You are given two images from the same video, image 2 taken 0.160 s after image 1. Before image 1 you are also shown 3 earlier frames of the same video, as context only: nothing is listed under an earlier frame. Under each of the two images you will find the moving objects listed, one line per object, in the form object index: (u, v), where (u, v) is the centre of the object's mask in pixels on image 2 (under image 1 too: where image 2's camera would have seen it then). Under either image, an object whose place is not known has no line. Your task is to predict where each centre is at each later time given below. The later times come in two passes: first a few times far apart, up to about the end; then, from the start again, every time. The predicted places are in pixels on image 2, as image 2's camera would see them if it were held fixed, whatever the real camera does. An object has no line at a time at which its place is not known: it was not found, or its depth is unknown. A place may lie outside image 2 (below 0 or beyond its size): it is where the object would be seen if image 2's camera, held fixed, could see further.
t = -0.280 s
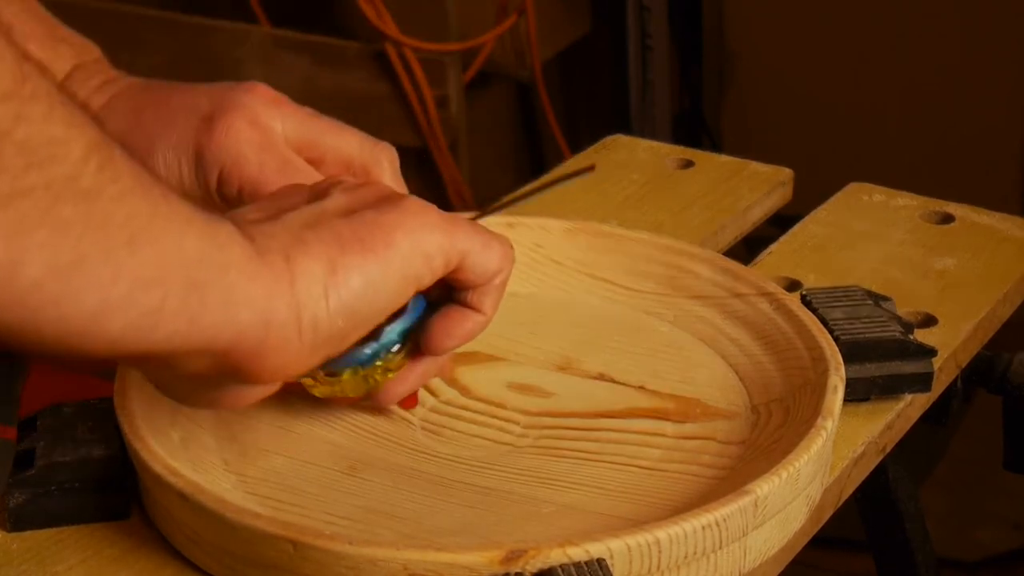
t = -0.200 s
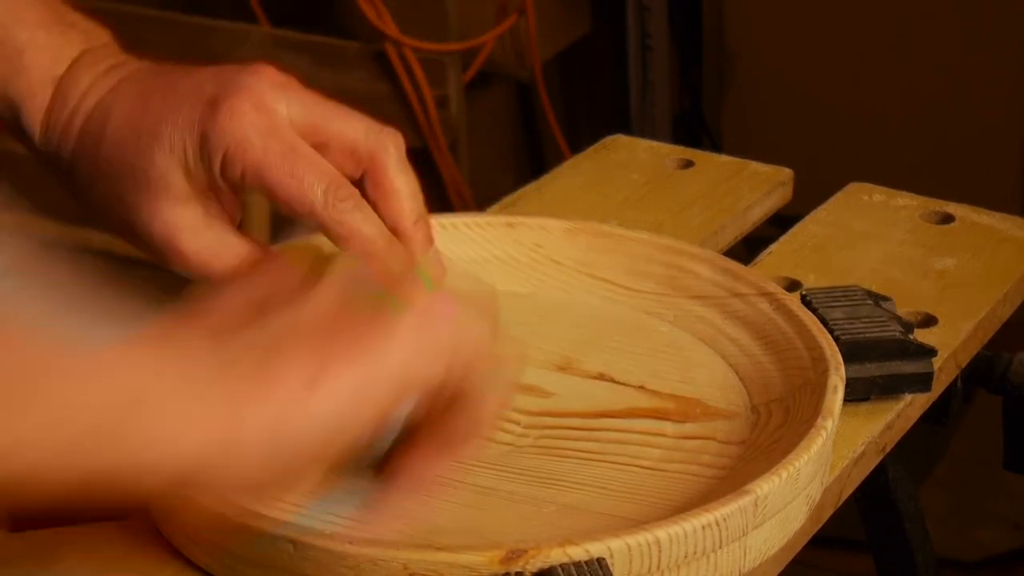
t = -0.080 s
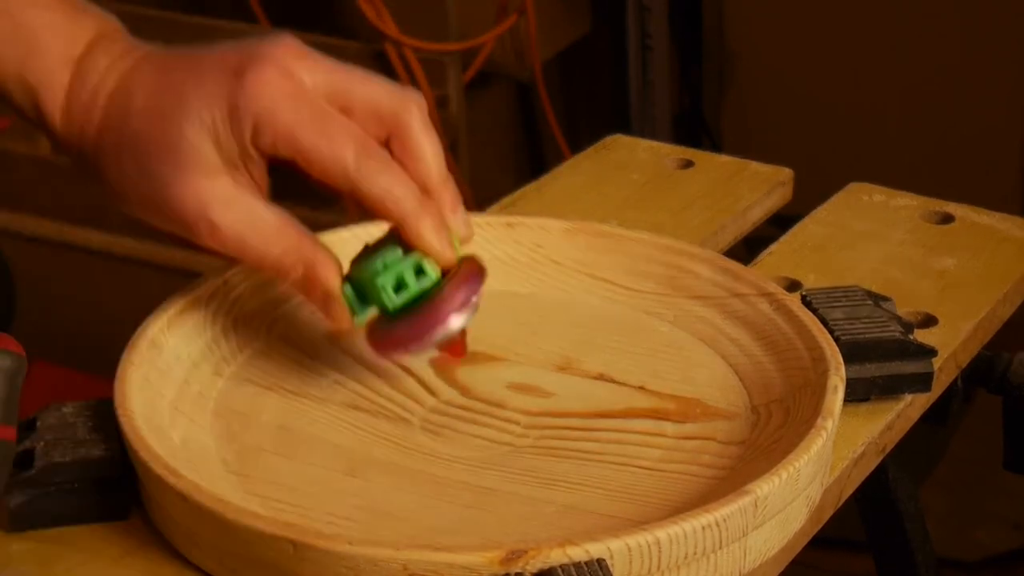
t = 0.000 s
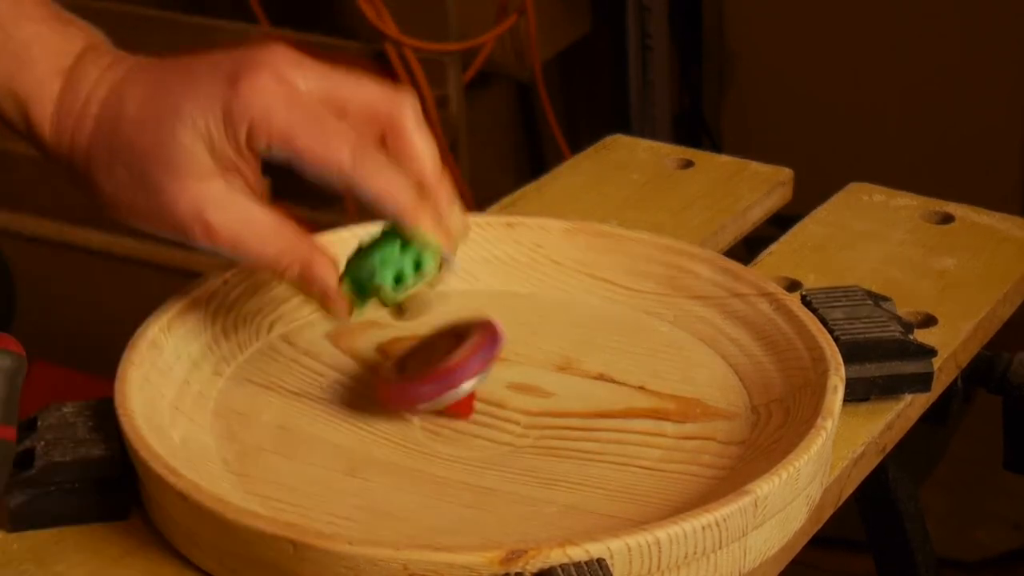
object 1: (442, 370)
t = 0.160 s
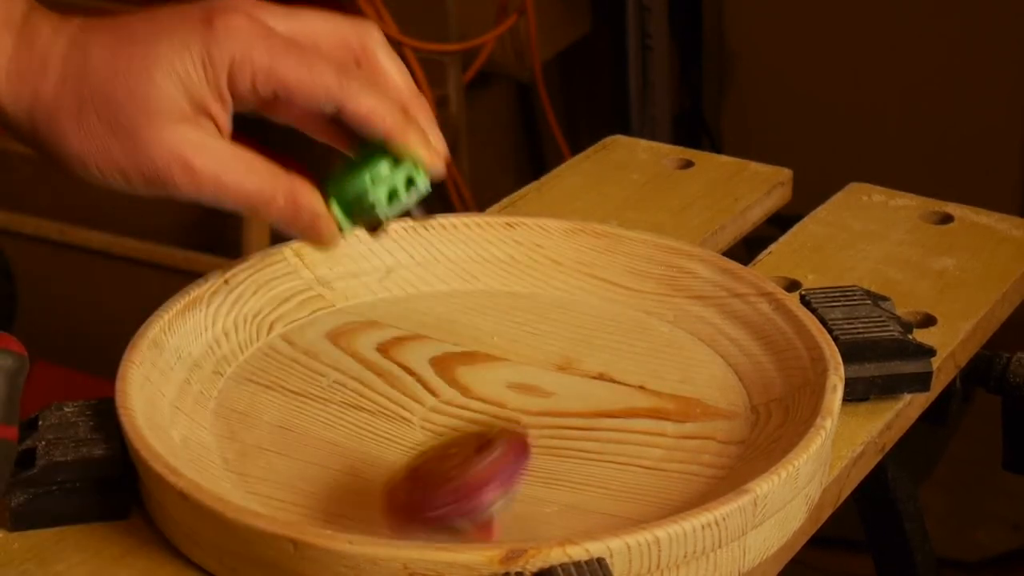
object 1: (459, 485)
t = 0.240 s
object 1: (504, 441)
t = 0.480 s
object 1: (609, 463)
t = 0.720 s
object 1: (533, 490)
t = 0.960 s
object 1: (387, 487)
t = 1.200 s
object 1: (285, 460)
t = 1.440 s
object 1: (273, 445)
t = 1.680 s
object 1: (235, 408)
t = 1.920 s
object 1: (228, 364)
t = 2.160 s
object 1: (254, 313)
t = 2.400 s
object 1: (315, 277)
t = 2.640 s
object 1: (419, 251)
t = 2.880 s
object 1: (542, 249)
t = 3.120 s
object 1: (653, 281)
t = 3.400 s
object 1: (725, 334)
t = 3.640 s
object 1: (727, 390)
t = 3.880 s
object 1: (667, 441)
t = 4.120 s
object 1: (569, 478)
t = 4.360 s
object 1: (460, 488)
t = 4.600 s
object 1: (360, 474)
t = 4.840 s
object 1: (263, 442)
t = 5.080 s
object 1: (238, 399)
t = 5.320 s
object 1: (244, 348)
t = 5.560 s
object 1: (307, 314)
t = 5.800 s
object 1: (403, 304)
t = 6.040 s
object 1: (501, 318)
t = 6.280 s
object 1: (584, 348)
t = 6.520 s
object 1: (656, 396)
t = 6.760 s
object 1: (676, 442)
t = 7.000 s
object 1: (618, 470)
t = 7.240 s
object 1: (515, 485)
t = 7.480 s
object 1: (399, 486)
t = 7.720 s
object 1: (326, 460)
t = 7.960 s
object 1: (308, 418)
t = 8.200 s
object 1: (352, 380)
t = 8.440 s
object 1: (451, 369)
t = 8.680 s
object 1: (555, 355)
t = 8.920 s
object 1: (641, 359)
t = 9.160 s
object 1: (701, 395)
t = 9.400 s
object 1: (680, 433)
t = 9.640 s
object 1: (617, 467)
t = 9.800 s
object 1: (550, 483)
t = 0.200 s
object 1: (478, 463)
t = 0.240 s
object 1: (504, 441)
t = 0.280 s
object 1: (533, 459)
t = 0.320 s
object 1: (560, 483)
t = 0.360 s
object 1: (577, 482)
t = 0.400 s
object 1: (594, 479)
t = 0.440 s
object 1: (603, 474)
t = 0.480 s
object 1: (609, 463)
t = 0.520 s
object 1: (610, 456)
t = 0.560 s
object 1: (607, 458)
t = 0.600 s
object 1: (597, 462)
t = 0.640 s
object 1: (580, 471)
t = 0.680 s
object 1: (557, 485)
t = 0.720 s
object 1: (533, 490)
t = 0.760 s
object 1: (513, 488)
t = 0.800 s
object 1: (490, 487)
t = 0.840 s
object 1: (460, 489)
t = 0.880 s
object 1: (424, 491)
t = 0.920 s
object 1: (399, 489)
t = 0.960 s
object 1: (387, 487)
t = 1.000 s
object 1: (379, 480)
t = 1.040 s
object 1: (366, 476)
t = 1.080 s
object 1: (350, 472)
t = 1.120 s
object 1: (329, 469)
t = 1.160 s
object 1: (304, 466)
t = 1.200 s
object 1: (285, 460)
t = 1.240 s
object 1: (296, 460)
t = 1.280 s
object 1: (302, 461)
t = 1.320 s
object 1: (304, 458)
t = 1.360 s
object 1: (299, 454)
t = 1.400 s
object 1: (289, 449)
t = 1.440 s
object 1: (273, 445)
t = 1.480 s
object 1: (255, 438)
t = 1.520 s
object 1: (250, 434)
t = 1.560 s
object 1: (253, 430)
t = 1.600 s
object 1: (251, 424)
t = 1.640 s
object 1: (244, 416)
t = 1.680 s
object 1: (235, 408)
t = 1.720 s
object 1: (227, 398)
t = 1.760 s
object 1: (227, 391)
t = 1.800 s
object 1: (223, 382)
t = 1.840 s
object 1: (221, 374)
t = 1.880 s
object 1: (225, 370)
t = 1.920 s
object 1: (228, 364)
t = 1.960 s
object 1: (229, 357)
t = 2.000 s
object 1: (233, 348)
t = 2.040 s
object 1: (237, 339)
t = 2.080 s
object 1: (242, 331)
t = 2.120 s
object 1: (248, 322)
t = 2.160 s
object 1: (254, 313)
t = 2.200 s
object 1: (261, 305)
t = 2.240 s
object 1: (271, 299)
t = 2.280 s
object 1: (281, 293)
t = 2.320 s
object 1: (291, 287)
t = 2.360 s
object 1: (302, 282)
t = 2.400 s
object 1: (315, 277)
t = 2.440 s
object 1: (330, 272)
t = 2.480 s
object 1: (344, 267)
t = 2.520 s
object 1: (359, 263)
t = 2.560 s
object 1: (378, 259)
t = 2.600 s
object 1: (398, 255)
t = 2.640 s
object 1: (419, 251)
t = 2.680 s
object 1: (437, 247)
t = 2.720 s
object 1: (457, 246)
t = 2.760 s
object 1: (477, 248)
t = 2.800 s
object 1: (498, 249)
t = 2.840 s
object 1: (520, 249)
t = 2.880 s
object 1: (542, 249)
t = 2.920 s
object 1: (564, 255)
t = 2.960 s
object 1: (586, 258)
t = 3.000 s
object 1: (608, 262)
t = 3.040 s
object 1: (619, 270)
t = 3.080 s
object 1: (634, 276)
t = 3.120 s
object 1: (653, 281)
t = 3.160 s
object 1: (674, 287)
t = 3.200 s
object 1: (680, 294)
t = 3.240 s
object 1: (690, 301)
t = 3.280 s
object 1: (705, 307)
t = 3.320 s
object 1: (709, 315)
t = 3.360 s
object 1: (713, 323)
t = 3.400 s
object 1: (725, 334)
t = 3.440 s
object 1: (729, 341)
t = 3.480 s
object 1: (729, 351)
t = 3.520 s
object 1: (734, 364)
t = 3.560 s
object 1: (732, 373)
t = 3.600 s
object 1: (731, 382)
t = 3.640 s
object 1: (727, 390)
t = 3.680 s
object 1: (722, 400)
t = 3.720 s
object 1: (717, 410)
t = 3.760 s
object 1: (707, 418)
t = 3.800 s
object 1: (699, 429)
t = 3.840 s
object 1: (686, 436)
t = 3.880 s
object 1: (667, 441)
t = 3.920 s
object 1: (652, 449)
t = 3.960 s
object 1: (640, 461)
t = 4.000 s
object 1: (625, 469)
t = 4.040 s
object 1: (607, 471)
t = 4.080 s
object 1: (588, 473)
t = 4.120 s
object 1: (569, 478)
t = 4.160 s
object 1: (549, 485)
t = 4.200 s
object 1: (528, 488)
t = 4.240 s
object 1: (510, 490)
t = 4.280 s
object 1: (491, 490)
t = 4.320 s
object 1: (472, 490)
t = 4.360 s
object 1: (460, 488)
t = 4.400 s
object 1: (442, 486)
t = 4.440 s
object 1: (422, 486)
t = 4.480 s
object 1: (401, 485)
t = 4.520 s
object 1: (380, 484)
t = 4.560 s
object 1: (370, 480)
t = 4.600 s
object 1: (360, 474)
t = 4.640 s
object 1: (347, 470)
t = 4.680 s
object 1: (331, 465)
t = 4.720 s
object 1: (314, 461)
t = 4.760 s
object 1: (295, 455)
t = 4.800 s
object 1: (278, 449)
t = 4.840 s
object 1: (263, 442)
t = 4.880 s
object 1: (253, 436)
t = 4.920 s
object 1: (252, 432)
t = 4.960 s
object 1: (252, 425)
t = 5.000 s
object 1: (247, 417)
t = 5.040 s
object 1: (242, 408)
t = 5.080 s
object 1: (238, 399)
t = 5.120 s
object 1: (234, 389)
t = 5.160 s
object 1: (232, 380)
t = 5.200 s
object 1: (231, 371)
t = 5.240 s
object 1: (232, 363)
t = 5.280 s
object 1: (237, 355)
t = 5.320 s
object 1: (244, 348)
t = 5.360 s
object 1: (251, 342)
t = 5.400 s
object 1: (260, 336)
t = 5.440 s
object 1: (270, 330)
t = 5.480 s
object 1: (281, 324)
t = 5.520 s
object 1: (294, 318)
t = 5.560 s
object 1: (307, 314)
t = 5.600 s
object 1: (323, 311)
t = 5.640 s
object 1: (337, 308)
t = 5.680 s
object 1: (352, 306)
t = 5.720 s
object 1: (367, 304)
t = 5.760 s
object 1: (385, 304)
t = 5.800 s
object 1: (403, 304)
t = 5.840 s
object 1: (419, 305)
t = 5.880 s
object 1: (435, 305)
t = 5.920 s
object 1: (451, 307)
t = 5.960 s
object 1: (468, 309)
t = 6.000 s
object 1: (485, 314)
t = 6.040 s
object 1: (501, 318)
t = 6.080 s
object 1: (516, 322)
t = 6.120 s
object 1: (531, 328)
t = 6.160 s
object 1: (545, 331)
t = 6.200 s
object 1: (558, 337)
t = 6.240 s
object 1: (572, 342)
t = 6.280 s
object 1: (584, 348)
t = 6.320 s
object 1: (598, 354)
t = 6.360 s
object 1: (613, 359)
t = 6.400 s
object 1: (624, 368)
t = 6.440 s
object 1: (634, 377)
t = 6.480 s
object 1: (645, 385)
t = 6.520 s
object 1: (656, 396)
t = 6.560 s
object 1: (668, 406)
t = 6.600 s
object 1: (677, 417)
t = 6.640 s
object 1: (685, 429)
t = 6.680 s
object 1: (689, 435)
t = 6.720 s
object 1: (686, 440)
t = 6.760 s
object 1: (676, 442)
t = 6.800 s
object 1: (666, 441)
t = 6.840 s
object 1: (659, 443)
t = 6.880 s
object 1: (653, 449)
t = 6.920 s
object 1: (645, 457)
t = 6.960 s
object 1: (635, 464)
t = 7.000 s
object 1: (618, 470)
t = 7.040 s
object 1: (604, 475)
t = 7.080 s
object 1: (588, 480)
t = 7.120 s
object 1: (571, 481)
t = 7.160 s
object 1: (553, 485)
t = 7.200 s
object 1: (534, 486)
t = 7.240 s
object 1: (515, 485)
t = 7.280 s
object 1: (497, 487)
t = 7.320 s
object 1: (477, 488)
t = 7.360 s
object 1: (457, 489)
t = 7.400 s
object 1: (438, 488)
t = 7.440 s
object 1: (418, 487)
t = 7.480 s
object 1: (399, 486)
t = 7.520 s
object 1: (383, 482)
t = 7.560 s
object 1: (368, 480)
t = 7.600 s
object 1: (357, 475)
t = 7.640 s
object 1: (344, 471)
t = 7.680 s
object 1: (333, 466)
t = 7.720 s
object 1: (326, 460)
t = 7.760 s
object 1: (320, 453)
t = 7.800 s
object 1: (313, 447)
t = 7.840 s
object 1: (307, 439)
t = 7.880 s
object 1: (305, 432)
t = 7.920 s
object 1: (306, 425)
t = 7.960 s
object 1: (308, 418)
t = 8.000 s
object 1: (312, 411)
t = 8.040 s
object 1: (317, 403)
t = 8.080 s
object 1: (324, 396)
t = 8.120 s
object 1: (331, 390)
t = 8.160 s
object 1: (341, 384)
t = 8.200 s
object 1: (352, 380)
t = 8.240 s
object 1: (366, 376)
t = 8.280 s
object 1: (382, 373)
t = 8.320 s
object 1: (398, 371)
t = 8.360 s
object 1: (416, 371)
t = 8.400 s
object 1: (435, 372)
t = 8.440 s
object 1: (451, 369)
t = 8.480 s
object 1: (469, 366)
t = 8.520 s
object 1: (486, 364)
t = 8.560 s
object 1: (505, 362)
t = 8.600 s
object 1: (525, 361)
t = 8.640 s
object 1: (540, 357)
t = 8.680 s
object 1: (555, 355)
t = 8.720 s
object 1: (569, 352)
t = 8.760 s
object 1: (584, 352)
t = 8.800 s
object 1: (597, 351)
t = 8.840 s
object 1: (613, 352)
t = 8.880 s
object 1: (628, 355)
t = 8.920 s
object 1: (641, 359)
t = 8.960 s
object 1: (653, 364)
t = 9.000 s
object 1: (665, 369)
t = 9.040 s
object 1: (674, 375)
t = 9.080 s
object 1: (684, 380)
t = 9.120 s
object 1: (693, 387)
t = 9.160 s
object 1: (701, 395)
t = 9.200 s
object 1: (708, 404)
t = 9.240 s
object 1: (713, 414)
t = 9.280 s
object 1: (710, 419)
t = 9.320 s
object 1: (696, 422)
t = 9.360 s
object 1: (687, 427)
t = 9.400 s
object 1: (680, 433)
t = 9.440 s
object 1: (675, 442)
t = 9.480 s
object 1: (670, 449)
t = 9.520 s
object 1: (659, 453)
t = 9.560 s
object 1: (644, 456)
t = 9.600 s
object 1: (632, 460)
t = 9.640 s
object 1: (617, 467)
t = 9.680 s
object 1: (602, 472)
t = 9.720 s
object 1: (584, 477)
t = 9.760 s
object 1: (568, 481)
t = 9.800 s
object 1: (550, 483)
